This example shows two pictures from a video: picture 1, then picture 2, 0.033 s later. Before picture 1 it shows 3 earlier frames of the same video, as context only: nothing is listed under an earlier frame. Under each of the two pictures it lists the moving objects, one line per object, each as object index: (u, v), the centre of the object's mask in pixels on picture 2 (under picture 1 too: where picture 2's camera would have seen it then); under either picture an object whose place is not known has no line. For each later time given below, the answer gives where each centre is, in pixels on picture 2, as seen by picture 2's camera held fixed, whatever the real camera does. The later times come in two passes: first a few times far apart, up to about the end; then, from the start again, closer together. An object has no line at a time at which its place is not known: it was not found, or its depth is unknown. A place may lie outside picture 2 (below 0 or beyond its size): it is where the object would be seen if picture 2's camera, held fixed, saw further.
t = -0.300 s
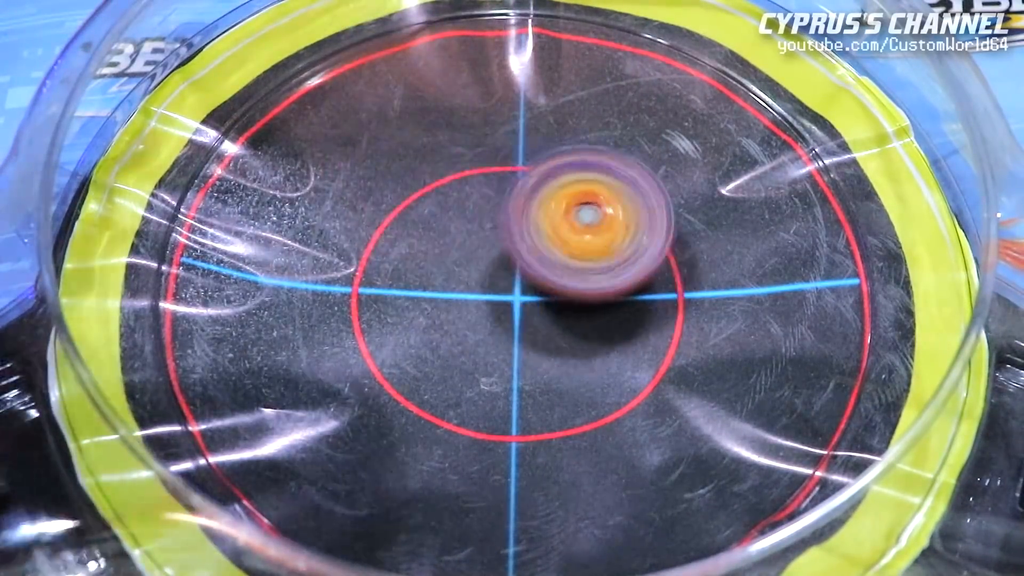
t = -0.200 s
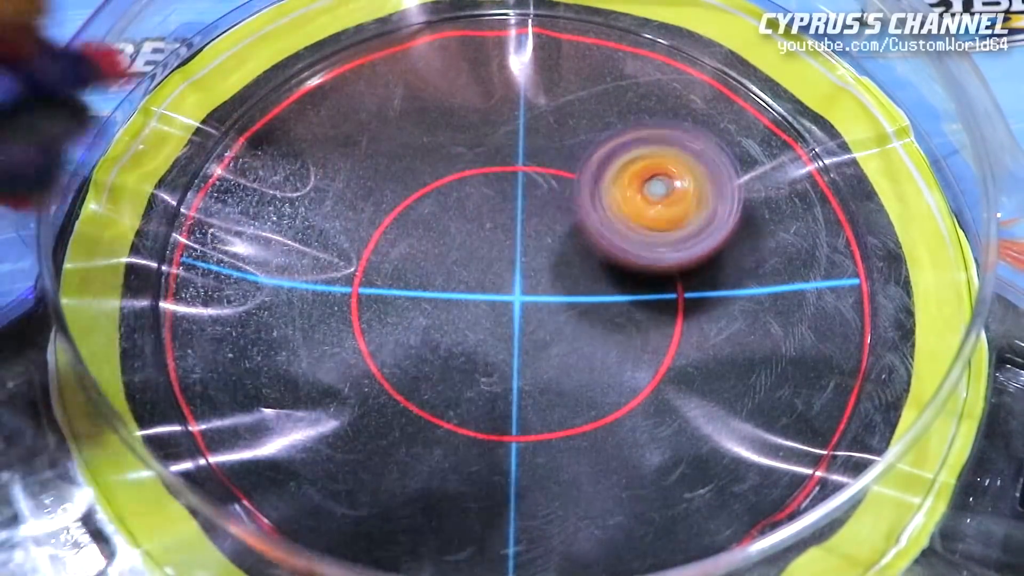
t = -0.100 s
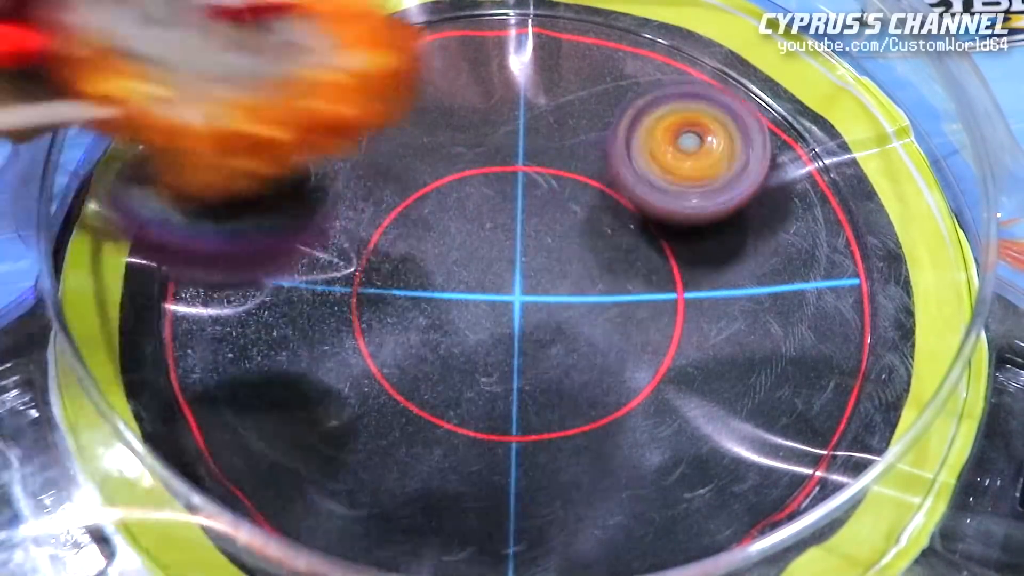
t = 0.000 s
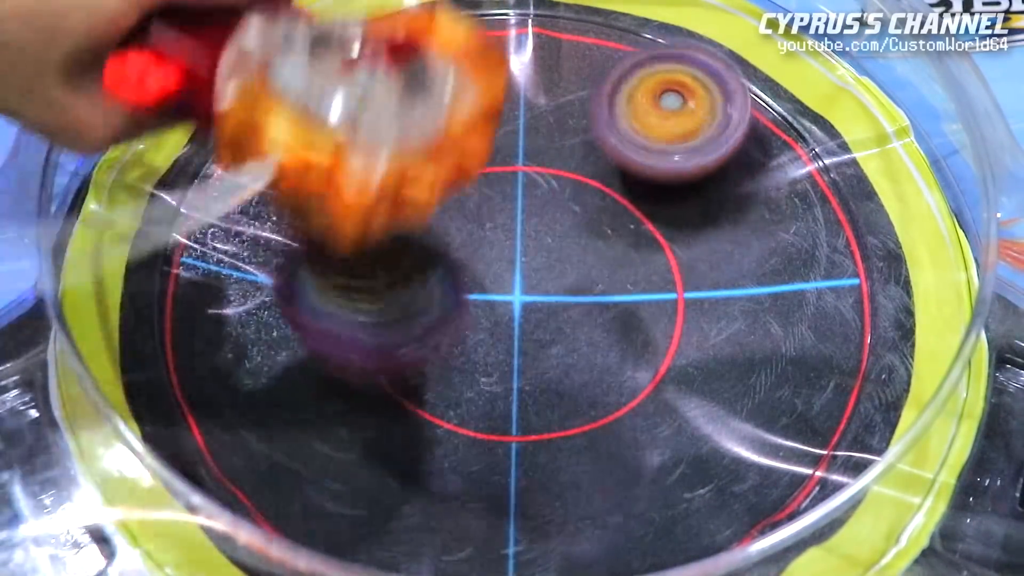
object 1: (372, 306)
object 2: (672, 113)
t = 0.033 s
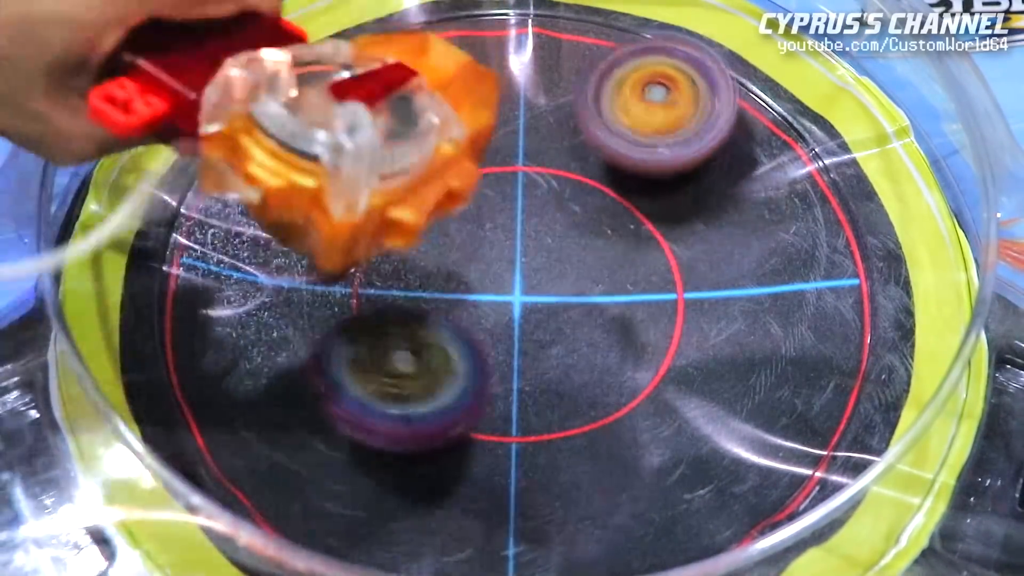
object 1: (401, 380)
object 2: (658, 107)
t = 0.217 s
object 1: (546, 348)
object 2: (569, 126)
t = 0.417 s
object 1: (664, 391)
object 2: (527, 123)
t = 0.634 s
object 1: (598, 376)
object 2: (496, 192)
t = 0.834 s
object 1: (428, 450)
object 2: (497, 138)
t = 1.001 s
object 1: (384, 396)
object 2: (466, 176)
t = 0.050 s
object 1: (408, 377)
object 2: (650, 104)
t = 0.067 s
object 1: (425, 372)
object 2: (642, 102)
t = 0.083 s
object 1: (438, 373)
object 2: (632, 102)
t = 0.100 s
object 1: (451, 377)
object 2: (625, 102)
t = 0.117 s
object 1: (463, 383)
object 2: (616, 102)
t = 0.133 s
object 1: (480, 378)
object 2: (607, 104)
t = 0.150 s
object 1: (492, 373)
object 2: (600, 107)
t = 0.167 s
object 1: (506, 372)
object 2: (590, 111)
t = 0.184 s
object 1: (521, 373)
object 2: (582, 115)
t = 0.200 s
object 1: (533, 359)
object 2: (576, 120)
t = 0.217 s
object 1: (546, 348)
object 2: (569, 126)
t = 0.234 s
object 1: (559, 343)
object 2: (562, 133)
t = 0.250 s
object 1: (569, 341)
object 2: (558, 140)
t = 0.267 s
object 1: (578, 328)
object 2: (555, 149)
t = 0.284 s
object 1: (588, 312)
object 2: (553, 157)
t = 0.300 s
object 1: (598, 302)
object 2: (550, 165)
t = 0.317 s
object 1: (605, 306)
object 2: (549, 168)
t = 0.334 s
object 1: (616, 323)
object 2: (547, 159)
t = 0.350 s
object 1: (629, 338)
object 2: (543, 147)
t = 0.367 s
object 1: (641, 355)
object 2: (539, 138)
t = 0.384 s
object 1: (649, 367)
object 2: (535, 131)
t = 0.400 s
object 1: (656, 379)
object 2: (531, 126)
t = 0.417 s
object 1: (664, 391)
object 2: (527, 123)
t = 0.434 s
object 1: (667, 399)
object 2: (524, 123)
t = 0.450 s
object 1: (672, 407)
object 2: (520, 123)
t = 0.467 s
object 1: (672, 414)
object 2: (518, 125)
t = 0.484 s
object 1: (672, 416)
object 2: (517, 129)
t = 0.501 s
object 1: (669, 419)
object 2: (515, 134)
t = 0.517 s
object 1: (665, 421)
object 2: (512, 140)
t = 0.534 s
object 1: (659, 418)
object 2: (507, 146)
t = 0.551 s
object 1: (653, 419)
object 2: (504, 153)
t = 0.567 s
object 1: (644, 414)
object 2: (502, 160)
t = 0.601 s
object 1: (623, 398)
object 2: (498, 176)
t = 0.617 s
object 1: (613, 391)
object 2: (497, 184)
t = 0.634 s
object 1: (598, 376)
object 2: (496, 192)
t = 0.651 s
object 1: (584, 361)
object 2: (496, 200)
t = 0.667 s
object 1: (571, 352)
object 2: (496, 207)
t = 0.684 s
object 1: (558, 351)
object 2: (496, 211)
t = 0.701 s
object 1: (545, 361)
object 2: (497, 199)
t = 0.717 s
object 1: (531, 374)
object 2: (498, 184)
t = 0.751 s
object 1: (503, 406)
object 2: (501, 162)
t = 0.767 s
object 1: (488, 415)
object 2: (501, 153)
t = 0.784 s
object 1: (471, 430)
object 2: (502, 147)
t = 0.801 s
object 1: (456, 438)
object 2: (502, 142)
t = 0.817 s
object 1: (442, 443)
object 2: (500, 140)
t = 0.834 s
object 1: (428, 450)
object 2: (497, 138)
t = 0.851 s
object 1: (417, 449)
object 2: (494, 138)
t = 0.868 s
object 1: (404, 451)
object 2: (491, 141)
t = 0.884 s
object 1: (394, 450)
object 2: (487, 144)
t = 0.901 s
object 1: (387, 446)
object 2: (483, 147)
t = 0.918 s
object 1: (381, 440)
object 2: (478, 152)
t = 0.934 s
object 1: (378, 435)
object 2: (475, 156)
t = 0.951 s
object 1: (377, 424)
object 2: (473, 160)
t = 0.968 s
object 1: (378, 419)
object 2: (470, 165)
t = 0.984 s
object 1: (381, 405)
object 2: (468, 170)
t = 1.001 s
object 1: (384, 396)
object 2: (466, 176)
